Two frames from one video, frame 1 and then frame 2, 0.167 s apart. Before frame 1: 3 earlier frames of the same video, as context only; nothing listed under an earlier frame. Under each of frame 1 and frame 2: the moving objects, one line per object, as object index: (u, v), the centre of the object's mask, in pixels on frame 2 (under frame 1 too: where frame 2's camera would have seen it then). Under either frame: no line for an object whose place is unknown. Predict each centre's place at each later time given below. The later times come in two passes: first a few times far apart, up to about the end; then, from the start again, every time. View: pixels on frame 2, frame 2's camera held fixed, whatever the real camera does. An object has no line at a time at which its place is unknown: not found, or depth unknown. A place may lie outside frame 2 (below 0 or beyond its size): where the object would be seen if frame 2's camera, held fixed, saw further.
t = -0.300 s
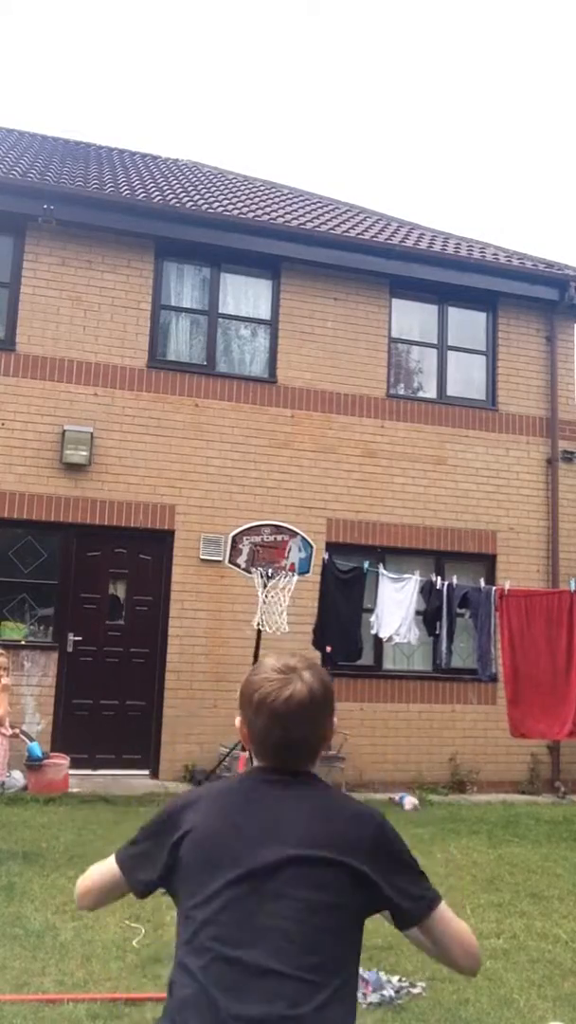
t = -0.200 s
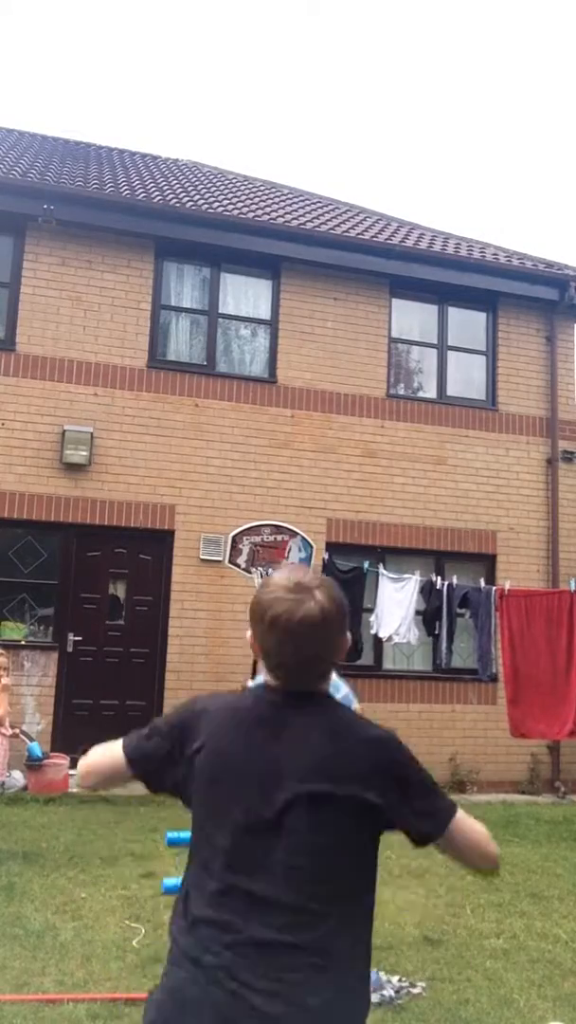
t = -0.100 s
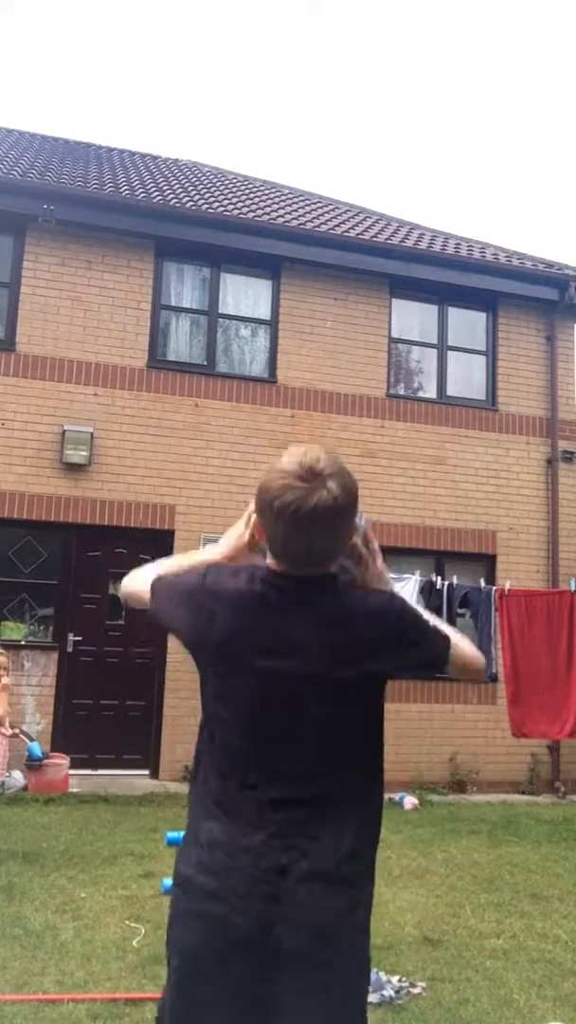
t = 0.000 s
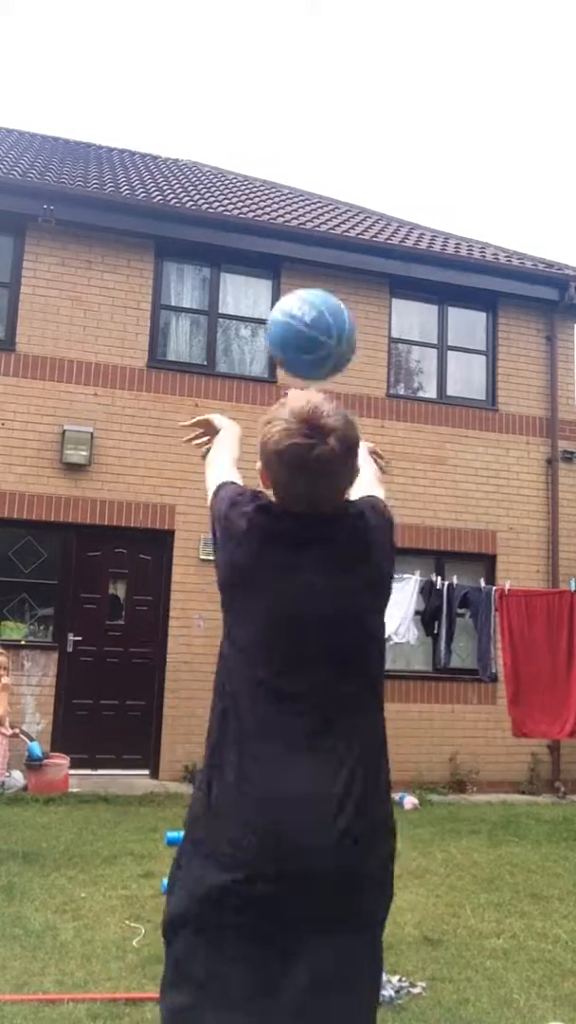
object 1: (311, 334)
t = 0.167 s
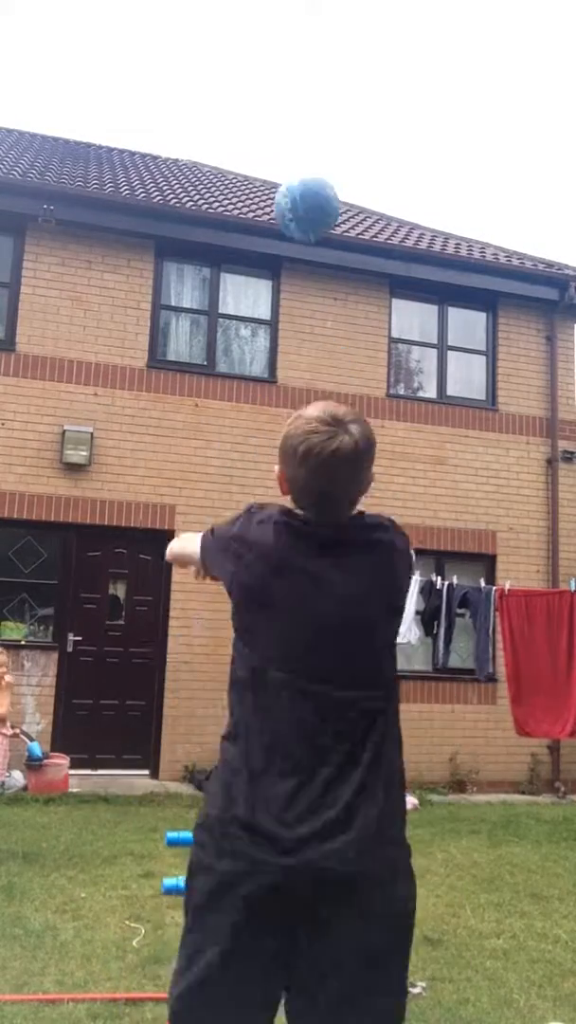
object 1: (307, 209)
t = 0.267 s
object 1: (305, 191)
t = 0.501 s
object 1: (298, 225)
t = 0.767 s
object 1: (291, 342)
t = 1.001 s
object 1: (285, 482)
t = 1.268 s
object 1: (315, 493)
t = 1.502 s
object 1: (348, 523)
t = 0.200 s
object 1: (306, 198)
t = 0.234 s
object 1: (306, 194)
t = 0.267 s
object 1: (305, 191)
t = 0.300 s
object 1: (304, 191)
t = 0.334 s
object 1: (303, 192)
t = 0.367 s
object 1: (302, 195)
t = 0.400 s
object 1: (301, 200)
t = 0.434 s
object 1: (300, 206)
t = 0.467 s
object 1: (299, 215)
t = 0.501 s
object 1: (298, 225)
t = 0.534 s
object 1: (298, 237)
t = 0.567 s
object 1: (297, 249)
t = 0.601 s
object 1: (297, 262)
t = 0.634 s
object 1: (295, 276)
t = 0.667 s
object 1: (294, 291)
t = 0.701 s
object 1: (292, 307)
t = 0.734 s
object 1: (292, 324)
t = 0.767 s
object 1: (291, 342)
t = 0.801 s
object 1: (290, 360)
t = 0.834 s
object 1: (290, 378)
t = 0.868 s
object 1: (289, 398)
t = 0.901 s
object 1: (288, 418)
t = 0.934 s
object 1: (287, 439)
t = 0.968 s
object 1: (286, 461)
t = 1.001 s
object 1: (285, 482)
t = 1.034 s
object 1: (283, 505)
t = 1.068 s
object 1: (284, 516)
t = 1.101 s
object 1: (290, 509)
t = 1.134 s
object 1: (294, 503)
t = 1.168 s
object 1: (301, 498)
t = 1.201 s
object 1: (305, 495)
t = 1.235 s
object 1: (310, 493)
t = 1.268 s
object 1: (315, 493)
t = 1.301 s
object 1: (320, 493)
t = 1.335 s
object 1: (325, 495)
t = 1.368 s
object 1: (330, 498)
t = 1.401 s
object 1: (334, 503)
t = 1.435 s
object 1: (339, 509)
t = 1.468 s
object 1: (343, 515)
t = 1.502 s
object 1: (348, 523)
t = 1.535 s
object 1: (353, 532)
